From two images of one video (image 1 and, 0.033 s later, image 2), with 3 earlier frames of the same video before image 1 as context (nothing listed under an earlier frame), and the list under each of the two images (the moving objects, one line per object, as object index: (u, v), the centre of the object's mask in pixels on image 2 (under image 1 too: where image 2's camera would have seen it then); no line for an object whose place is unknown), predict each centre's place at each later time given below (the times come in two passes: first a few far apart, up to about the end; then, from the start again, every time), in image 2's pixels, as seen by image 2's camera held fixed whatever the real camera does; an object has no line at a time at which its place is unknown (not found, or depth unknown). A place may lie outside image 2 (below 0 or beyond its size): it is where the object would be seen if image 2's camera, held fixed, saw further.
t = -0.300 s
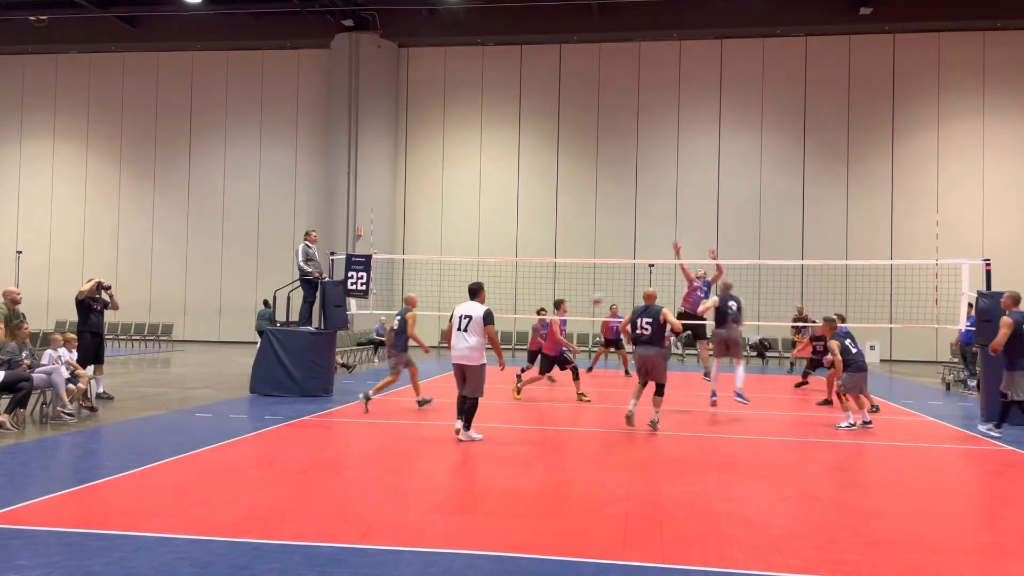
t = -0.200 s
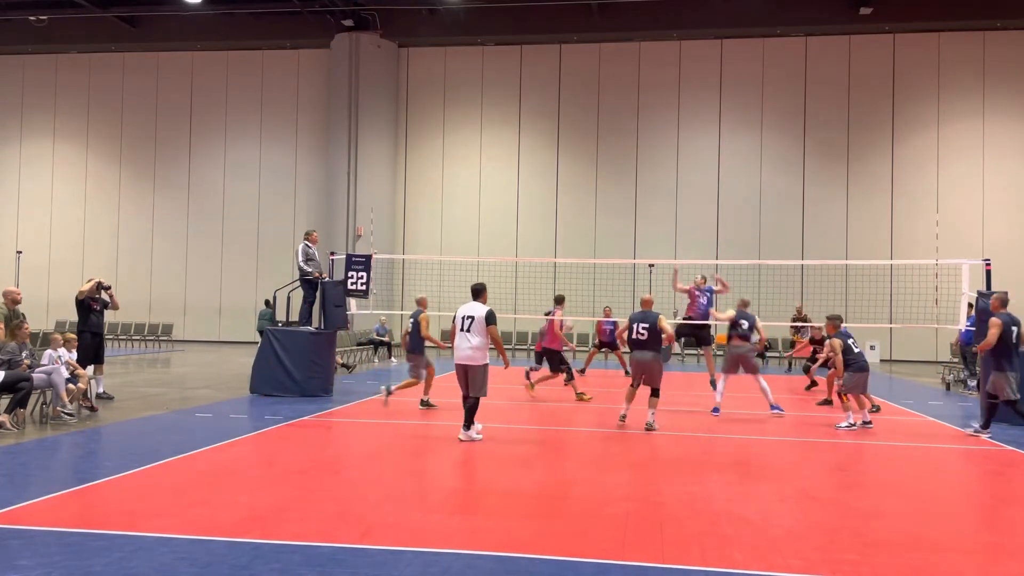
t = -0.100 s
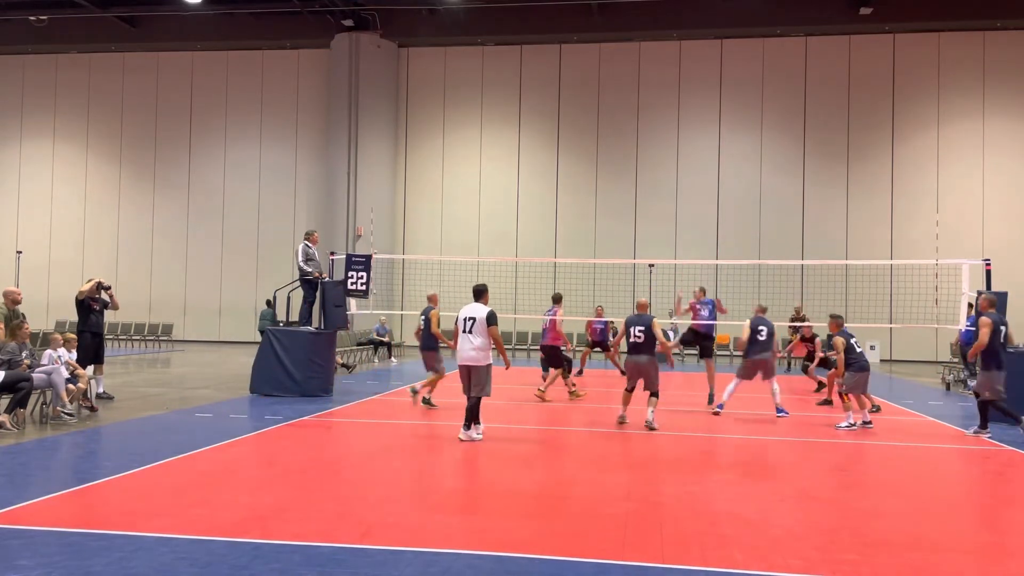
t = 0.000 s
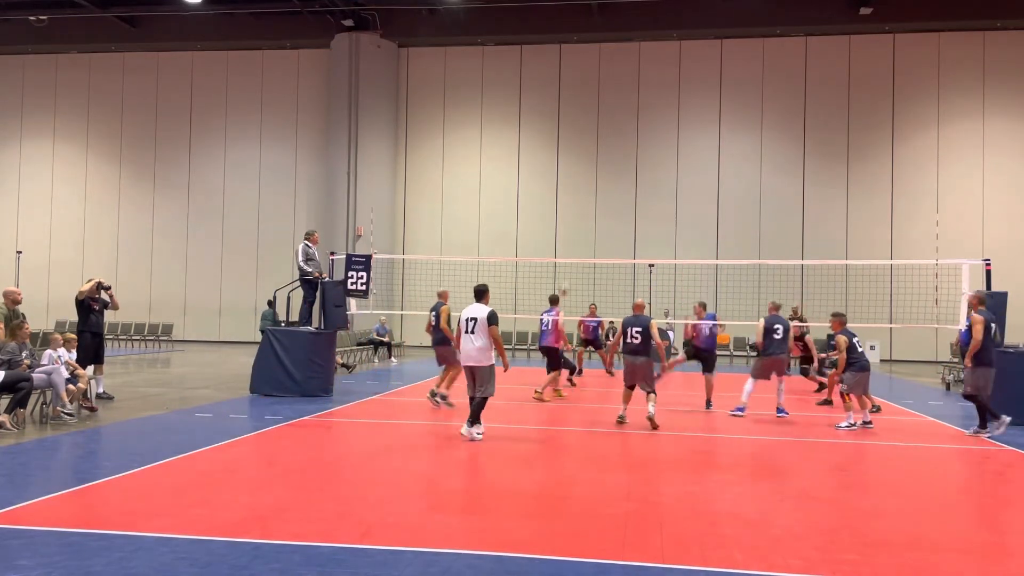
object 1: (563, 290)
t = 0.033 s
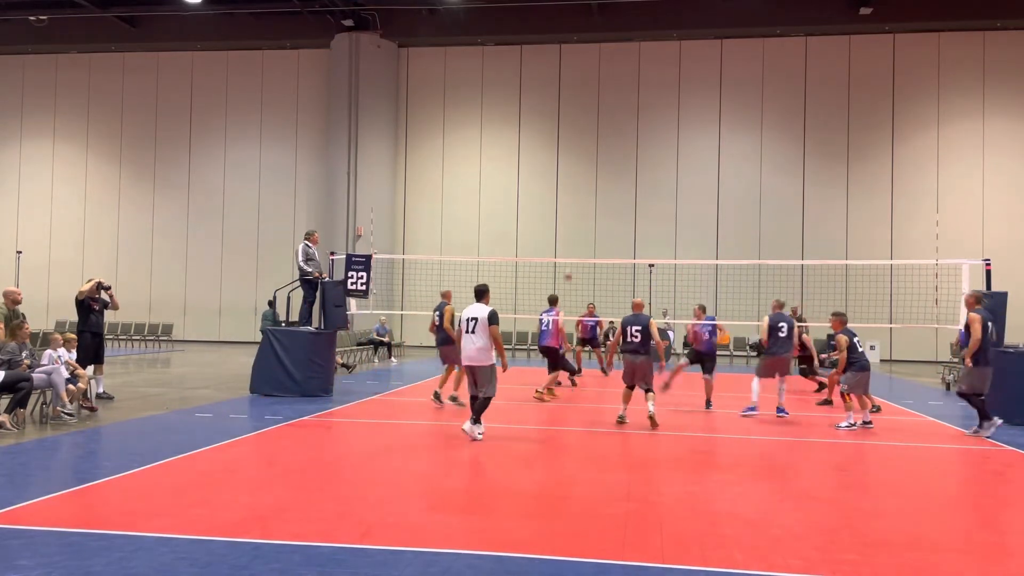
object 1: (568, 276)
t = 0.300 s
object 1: (607, 169)
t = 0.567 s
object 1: (648, 89)
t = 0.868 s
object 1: (697, 39)
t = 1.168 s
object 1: (751, 42)
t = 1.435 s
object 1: (806, 101)
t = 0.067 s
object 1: (572, 264)
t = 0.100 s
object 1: (578, 246)
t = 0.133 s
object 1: (583, 232)
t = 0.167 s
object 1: (587, 219)
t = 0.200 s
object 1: (592, 207)
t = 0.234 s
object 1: (597, 193)
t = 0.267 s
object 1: (602, 181)
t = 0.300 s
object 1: (607, 169)
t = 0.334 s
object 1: (613, 157)
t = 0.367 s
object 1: (617, 146)
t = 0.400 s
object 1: (622, 135)
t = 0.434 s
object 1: (627, 125)
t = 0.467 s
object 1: (632, 116)
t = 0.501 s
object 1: (637, 106)
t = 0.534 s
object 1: (642, 98)
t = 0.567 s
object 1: (648, 89)
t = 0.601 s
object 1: (653, 81)
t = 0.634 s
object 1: (659, 74)
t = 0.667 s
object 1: (664, 67)
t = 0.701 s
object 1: (669, 61)
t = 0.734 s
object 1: (675, 55)
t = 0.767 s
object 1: (680, 51)
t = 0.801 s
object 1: (686, 46)
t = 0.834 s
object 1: (691, 42)
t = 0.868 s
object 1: (697, 39)
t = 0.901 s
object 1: (703, 37)
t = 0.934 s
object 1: (709, 35)
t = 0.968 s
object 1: (715, 33)
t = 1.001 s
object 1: (720, 33)
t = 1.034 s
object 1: (726, 34)
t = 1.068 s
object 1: (733, 34)
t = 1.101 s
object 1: (739, 36)
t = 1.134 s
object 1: (745, 38)
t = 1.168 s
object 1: (751, 42)
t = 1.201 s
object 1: (757, 46)
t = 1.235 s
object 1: (764, 51)
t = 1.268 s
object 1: (771, 56)
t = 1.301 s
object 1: (777, 64)
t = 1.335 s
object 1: (784, 71)
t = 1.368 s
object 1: (791, 80)
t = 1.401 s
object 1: (799, 90)
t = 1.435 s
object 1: (806, 101)
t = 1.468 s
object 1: (813, 113)
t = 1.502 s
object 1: (821, 126)
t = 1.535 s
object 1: (829, 139)
